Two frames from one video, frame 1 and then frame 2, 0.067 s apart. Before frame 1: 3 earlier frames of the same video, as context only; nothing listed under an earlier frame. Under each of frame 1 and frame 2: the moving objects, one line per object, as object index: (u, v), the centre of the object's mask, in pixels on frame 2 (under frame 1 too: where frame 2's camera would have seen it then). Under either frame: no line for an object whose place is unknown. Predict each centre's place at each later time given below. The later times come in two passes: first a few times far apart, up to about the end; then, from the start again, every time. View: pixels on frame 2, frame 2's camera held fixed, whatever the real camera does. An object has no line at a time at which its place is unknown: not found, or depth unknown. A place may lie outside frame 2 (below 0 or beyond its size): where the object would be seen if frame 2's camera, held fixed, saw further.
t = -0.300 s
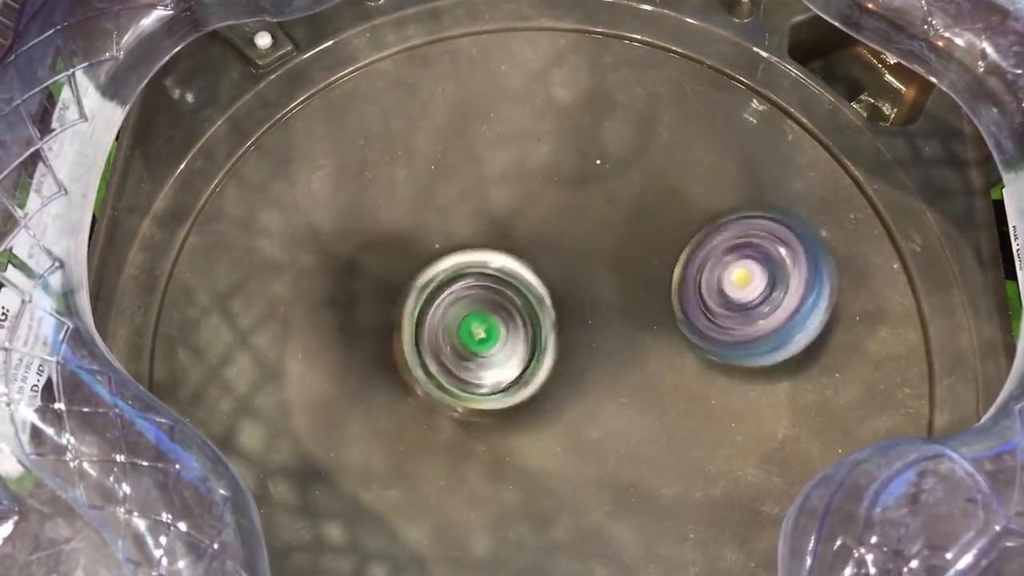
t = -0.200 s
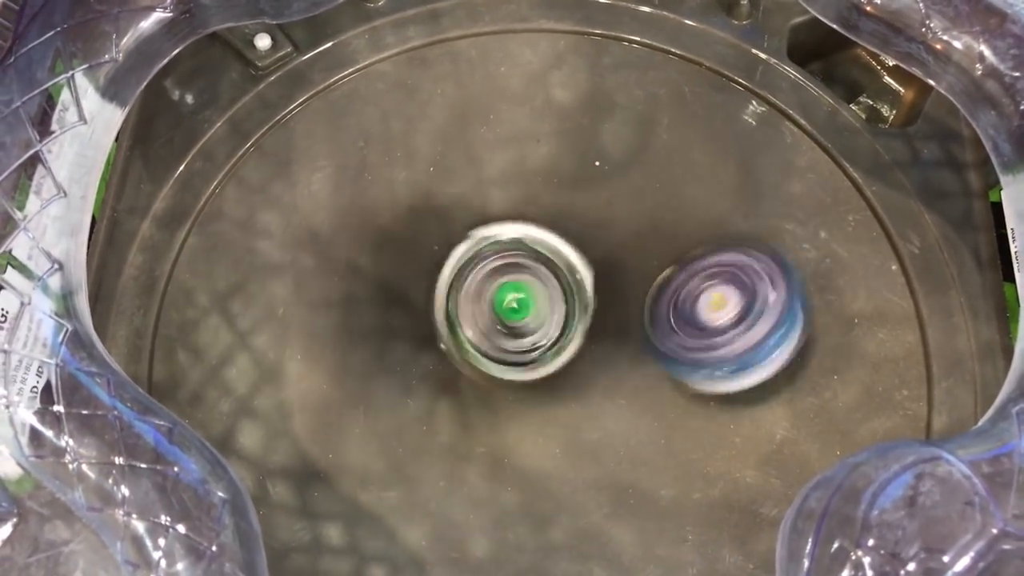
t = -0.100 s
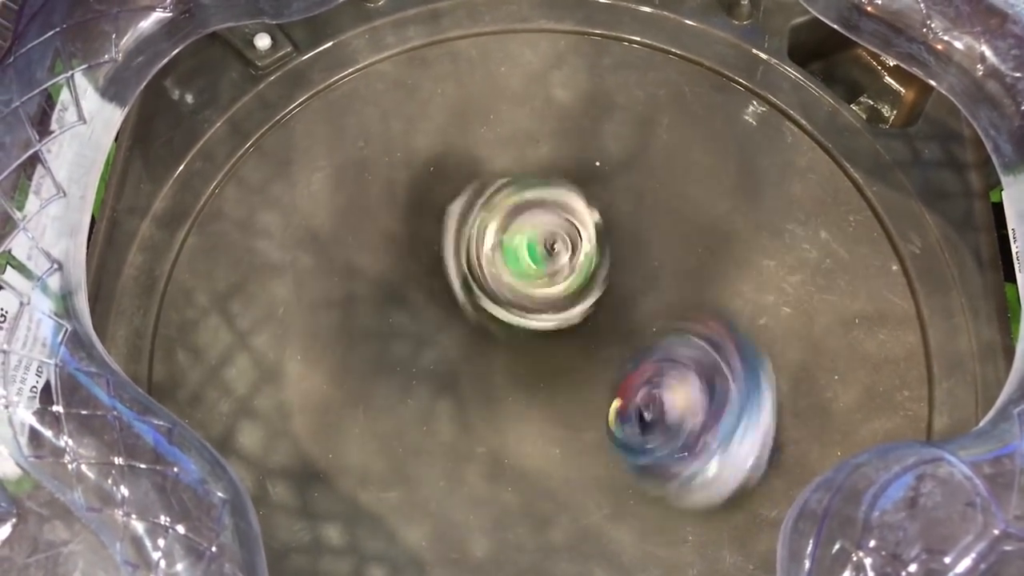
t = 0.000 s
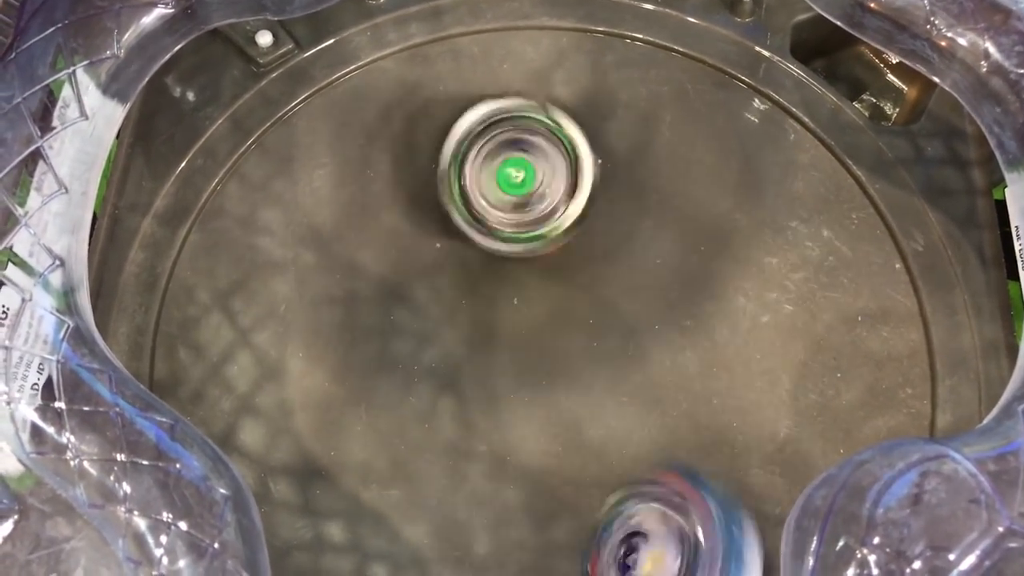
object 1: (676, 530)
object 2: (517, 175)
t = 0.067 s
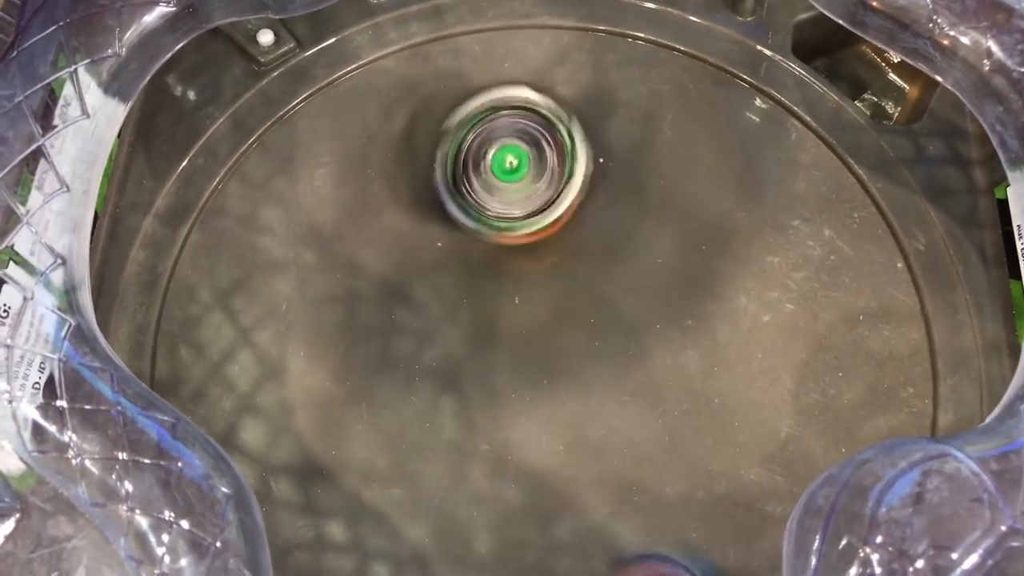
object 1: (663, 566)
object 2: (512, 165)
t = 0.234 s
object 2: (500, 201)
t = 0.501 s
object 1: (436, 454)
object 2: (422, 299)
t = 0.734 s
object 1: (334, 454)
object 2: (449, 258)
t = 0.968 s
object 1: (425, 454)
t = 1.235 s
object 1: (412, 406)
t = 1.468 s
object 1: (486, 356)
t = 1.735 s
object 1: (492, 428)
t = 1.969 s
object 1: (495, 424)
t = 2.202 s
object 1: (503, 418)
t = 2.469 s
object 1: (501, 421)
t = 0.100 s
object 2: (507, 166)
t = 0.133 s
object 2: (506, 169)
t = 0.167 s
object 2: (505, 178)
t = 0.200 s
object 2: (504, 188)
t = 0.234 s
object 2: (500, 201)
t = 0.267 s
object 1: (564, 567)
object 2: (492, 213)
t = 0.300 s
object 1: (533, 559)
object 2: (485, 228)
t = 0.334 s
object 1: (514, 552)
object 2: (475, 244)
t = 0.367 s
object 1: (499, 541)
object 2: (465, 255)
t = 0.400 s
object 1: (487, 529)
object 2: (455, 266)
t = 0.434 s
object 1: (469, 513)
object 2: (444, 279)
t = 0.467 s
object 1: (455, 488)
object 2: (433, 290)
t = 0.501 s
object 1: (436, 454)
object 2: (422, 299)
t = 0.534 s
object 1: (401, 446)
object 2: (420, 286)
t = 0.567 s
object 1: (370, 441)
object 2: (430, 271)
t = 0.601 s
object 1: (340, 437)
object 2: (439, 263)
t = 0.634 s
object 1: (326, 439)
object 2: (442, 260)
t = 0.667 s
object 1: (324, 446)
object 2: (444, 256)
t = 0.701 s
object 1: (328, 451)
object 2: (447, 258)
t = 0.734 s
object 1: (334, 454)
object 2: (449, 258)
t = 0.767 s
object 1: (343, 455)
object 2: (454, 256)
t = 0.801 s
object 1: (353, 458)
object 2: (461, 261)
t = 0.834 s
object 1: (363, 463)
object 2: (467, 267)
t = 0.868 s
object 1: (377, 466)
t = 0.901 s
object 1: (394, 468)
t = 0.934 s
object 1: (413, 467)
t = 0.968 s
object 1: (425, 454)
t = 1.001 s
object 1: (414, 443)
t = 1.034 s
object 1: (404, 436)
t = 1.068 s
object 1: (401, 430)
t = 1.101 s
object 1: (401, 425)
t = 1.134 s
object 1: (404, 423)
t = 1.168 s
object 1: (405, 421)
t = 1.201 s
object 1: (408, 414)
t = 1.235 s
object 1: (412, 406)
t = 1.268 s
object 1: (415, 396)
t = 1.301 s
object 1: (420, 385)
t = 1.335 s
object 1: (426, 372)
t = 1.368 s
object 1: (436, 359)
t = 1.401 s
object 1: (450, 353)
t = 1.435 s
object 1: (468, 352)
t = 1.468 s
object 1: (486, 356)
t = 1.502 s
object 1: (502, 366)
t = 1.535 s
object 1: (512, 378)
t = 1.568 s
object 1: (515, 391)
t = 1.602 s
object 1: (513, 402)
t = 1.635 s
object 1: (508, 413)
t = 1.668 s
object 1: (502, 420)
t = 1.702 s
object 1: (496, 426)
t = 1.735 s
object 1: (492, 428)
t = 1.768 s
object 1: (489, 430)
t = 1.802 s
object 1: (487, 429)
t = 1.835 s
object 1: (488, 429)
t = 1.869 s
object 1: (490, 427)
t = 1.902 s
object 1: (492, 426)
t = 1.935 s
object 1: (494, 425)
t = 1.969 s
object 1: (495, 424)
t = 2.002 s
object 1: (495, 425)
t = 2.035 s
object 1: (495, 425)
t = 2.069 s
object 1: (496, 424)
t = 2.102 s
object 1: (498, 423)
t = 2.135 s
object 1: (502, 420)
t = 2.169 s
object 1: (503, 419)
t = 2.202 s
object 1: (503, 418)
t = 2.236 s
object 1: (502, 419)
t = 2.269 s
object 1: (502, 419)
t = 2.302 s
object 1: (501, 420)
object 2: (655, 358)
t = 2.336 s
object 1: (501, 421)
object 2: (654, 358)
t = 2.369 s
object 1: (501, 421)
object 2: (654, 358)
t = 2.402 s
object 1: (501, 421)
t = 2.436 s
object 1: (501, 421)
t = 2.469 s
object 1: (501, 421)
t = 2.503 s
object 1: (501, 421)
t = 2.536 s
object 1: (501, 421)
